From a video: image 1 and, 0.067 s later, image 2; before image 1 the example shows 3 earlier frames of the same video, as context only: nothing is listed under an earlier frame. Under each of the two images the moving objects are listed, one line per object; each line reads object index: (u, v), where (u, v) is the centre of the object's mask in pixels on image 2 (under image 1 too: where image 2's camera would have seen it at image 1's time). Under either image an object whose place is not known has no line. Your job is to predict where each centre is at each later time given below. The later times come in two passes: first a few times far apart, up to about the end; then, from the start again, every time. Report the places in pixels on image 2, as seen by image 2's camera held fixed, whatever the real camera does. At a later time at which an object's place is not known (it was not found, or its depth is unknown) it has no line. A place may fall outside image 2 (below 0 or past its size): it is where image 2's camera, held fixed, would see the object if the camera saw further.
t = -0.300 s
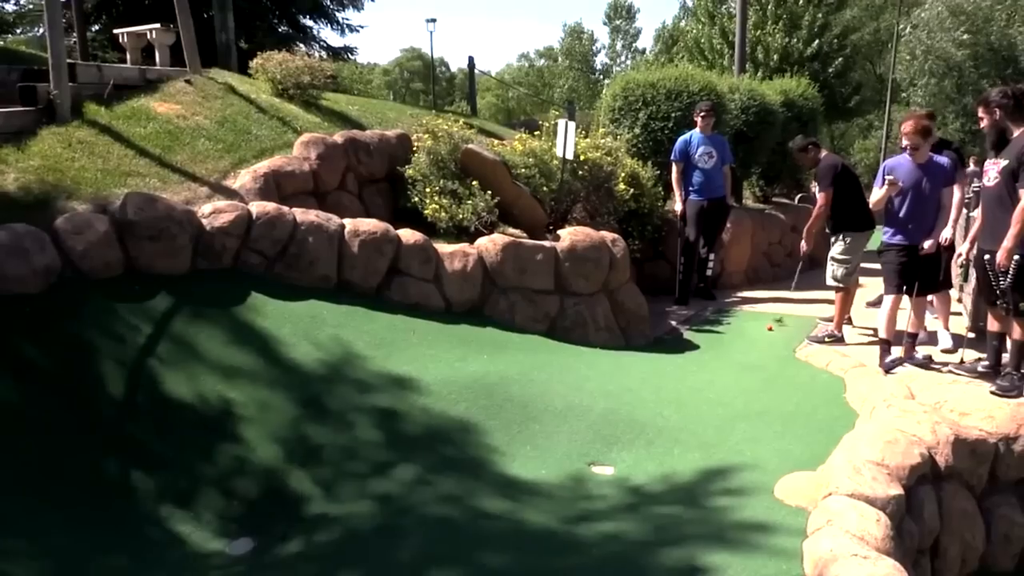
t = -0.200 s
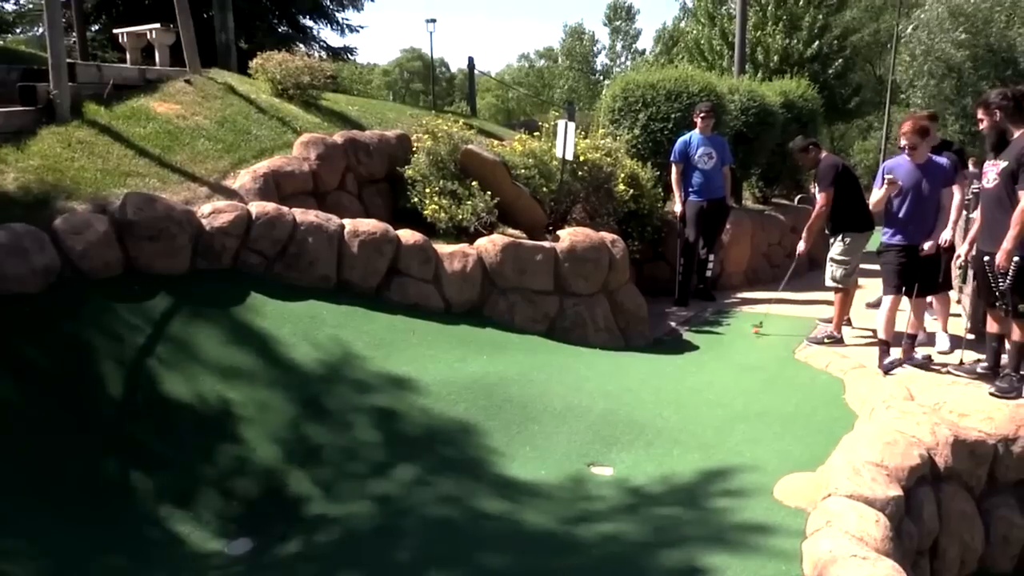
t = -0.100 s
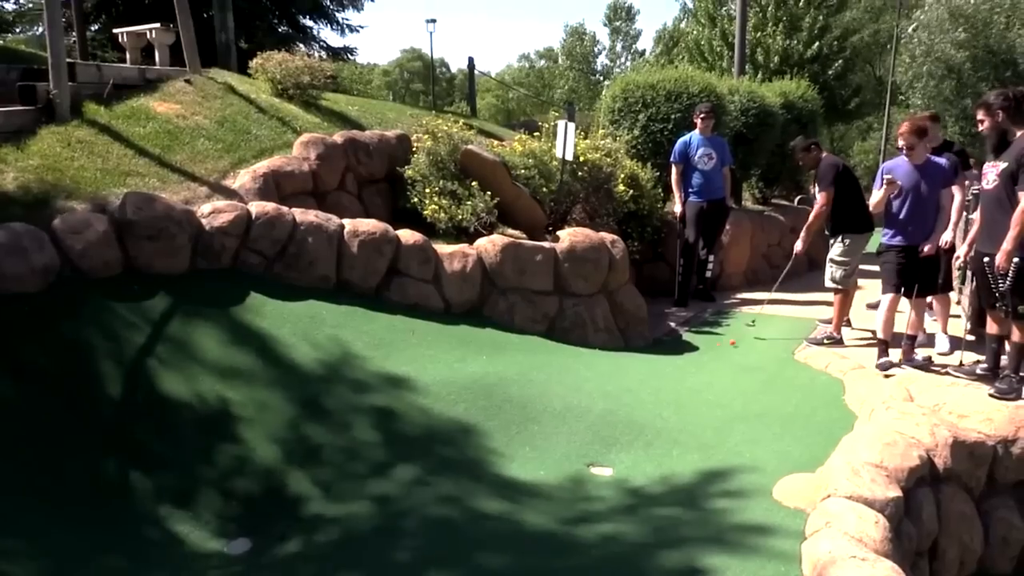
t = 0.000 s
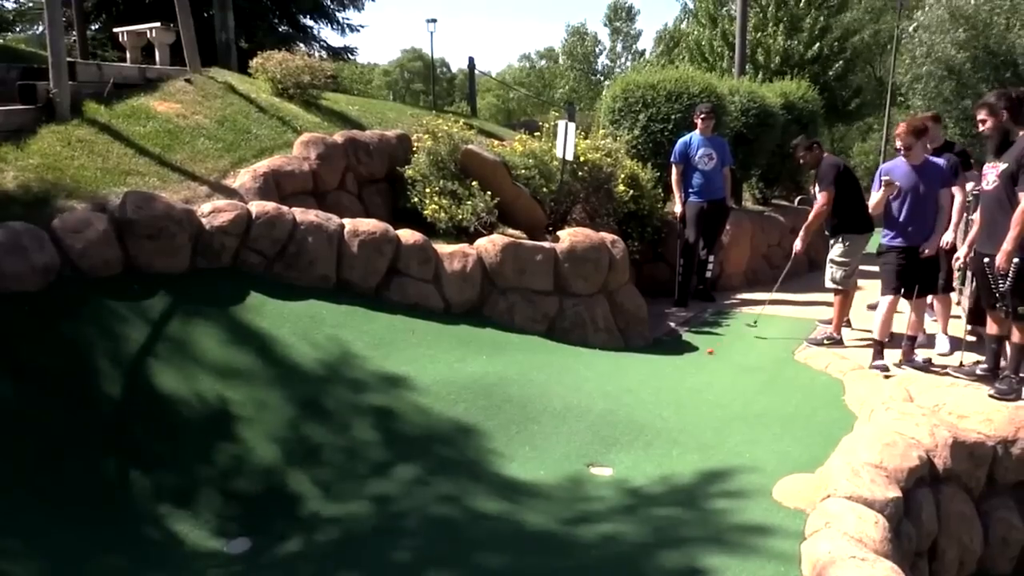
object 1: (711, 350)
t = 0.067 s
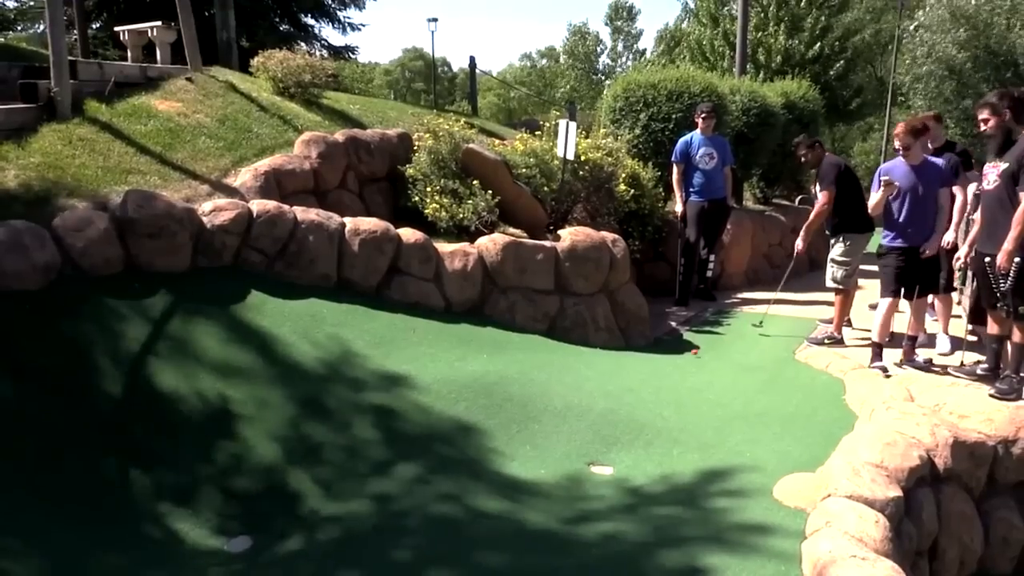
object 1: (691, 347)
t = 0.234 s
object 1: (654, 358)
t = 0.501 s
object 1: (590, 363)
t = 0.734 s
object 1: (538, 371)
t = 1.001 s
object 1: (490, 392)
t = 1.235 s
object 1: (469, 431)
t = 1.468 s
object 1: (481, 476)
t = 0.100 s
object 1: (687, 348)
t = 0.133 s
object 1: (679, 350)
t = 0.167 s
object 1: (671, 353)
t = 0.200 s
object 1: (663, 354)
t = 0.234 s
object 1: (654, 358)
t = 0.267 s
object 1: (646, 358)
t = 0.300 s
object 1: (638, 359)
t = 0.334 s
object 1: (630, 359)
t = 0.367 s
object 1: (621, 358)
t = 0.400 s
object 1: (614, 360)
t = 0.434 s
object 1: (606, 361)
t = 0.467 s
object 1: (597, 362)
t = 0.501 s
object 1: (590, 363)
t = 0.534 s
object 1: (582, 364)
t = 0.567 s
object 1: (575, 364)
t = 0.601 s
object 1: (567, 365)
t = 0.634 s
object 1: (560, 367)
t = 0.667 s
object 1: (552, 368)
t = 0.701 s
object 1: (545, 370)
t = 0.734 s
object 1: (538, 371)
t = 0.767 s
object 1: (531, 373)
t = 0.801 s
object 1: (524, 375)
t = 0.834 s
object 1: (518, 377)
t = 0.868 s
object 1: (511, 379)
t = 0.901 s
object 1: (506, 381)
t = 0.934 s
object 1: (500, 385)
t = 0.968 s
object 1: (495, 388)
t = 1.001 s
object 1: (490, 392)
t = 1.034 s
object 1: (486, 396)
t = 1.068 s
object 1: (481, 400)
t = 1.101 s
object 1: (478, 405)
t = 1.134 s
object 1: (475, 411)
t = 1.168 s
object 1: (473, 417)
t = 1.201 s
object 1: (471, 424)
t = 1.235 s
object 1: (469, 431)
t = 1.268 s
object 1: (468, 437)
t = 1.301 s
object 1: (468, 443)
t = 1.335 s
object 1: (470, 450)
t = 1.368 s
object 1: (471, 459)
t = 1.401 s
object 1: (472, 465)
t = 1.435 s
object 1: (476, 471)
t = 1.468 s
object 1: (481, 476)
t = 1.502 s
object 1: (485, 483)
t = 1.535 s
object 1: (490, 490)
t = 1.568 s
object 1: (497, 497)
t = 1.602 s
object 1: (502, 504)
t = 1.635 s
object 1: (509, 512)
